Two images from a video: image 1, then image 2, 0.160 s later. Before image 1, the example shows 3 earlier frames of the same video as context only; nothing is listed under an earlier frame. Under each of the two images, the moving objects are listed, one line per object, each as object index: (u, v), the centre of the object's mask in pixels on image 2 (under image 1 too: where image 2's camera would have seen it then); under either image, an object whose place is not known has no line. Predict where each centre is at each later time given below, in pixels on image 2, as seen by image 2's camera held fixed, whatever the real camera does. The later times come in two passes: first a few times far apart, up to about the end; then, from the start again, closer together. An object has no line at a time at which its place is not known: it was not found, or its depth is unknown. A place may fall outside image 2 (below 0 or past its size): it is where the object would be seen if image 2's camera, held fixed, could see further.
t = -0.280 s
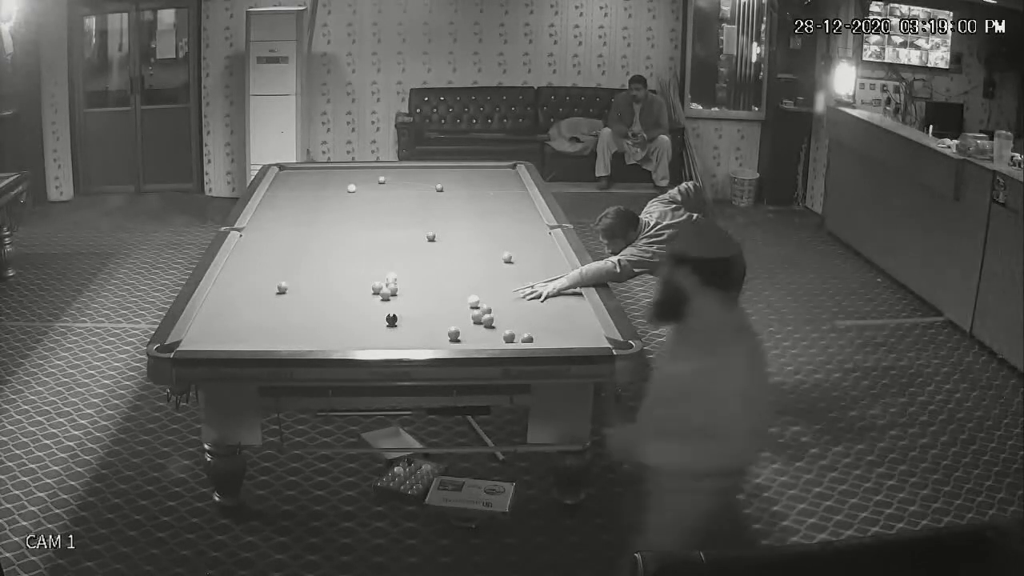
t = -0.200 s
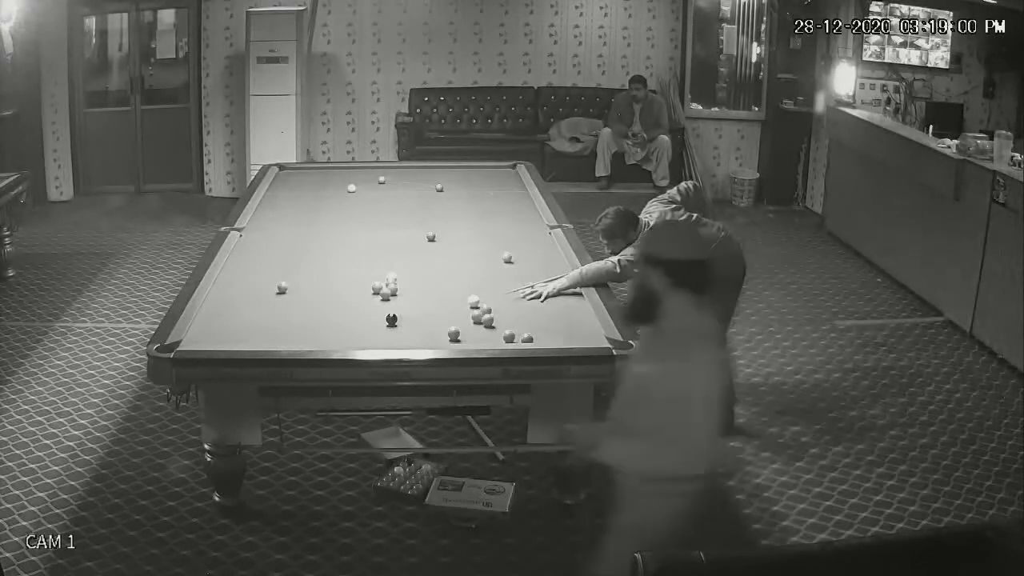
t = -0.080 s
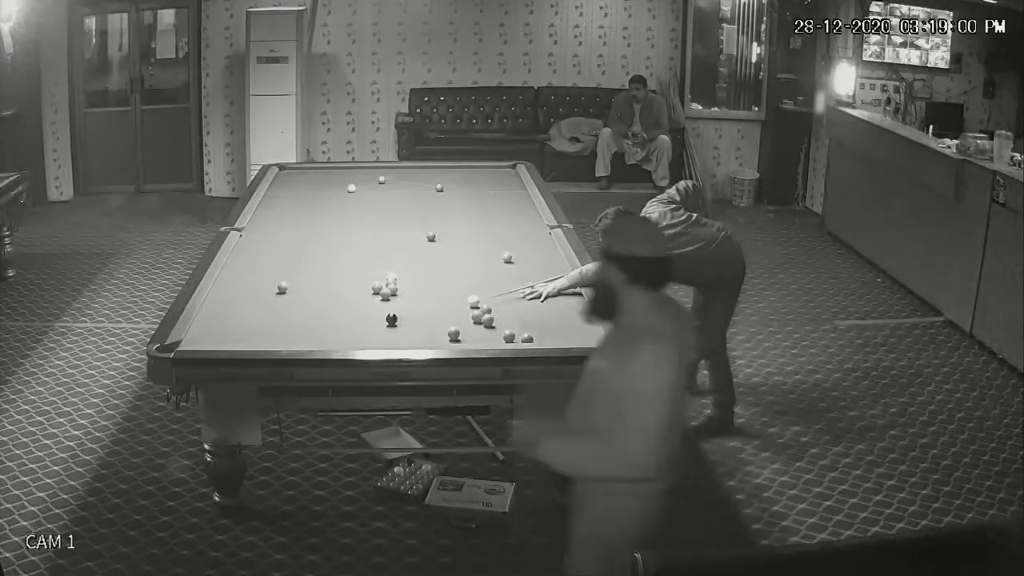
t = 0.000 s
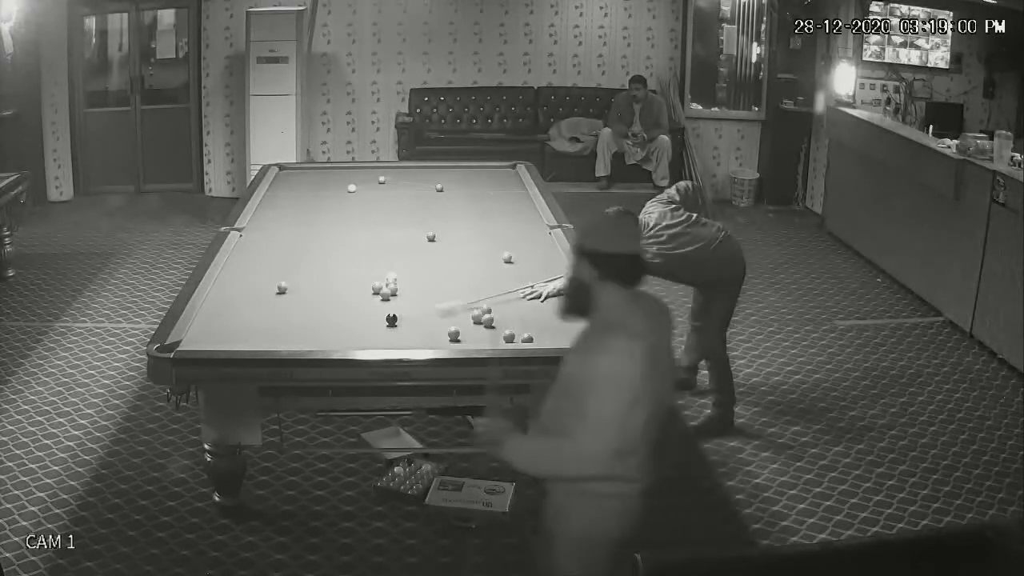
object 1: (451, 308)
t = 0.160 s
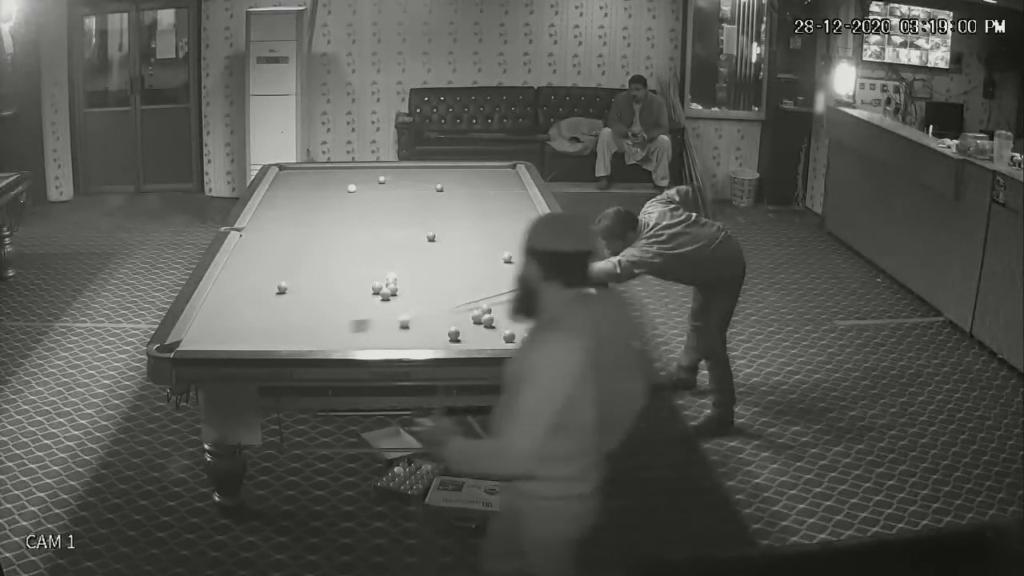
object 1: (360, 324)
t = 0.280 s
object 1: (309, 330)
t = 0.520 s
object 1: (227, 338)
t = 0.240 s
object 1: (326, 327)
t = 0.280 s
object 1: (309, 330)
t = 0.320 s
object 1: (294, 332)
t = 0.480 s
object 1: (240, 337)
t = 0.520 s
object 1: (227, 338)
